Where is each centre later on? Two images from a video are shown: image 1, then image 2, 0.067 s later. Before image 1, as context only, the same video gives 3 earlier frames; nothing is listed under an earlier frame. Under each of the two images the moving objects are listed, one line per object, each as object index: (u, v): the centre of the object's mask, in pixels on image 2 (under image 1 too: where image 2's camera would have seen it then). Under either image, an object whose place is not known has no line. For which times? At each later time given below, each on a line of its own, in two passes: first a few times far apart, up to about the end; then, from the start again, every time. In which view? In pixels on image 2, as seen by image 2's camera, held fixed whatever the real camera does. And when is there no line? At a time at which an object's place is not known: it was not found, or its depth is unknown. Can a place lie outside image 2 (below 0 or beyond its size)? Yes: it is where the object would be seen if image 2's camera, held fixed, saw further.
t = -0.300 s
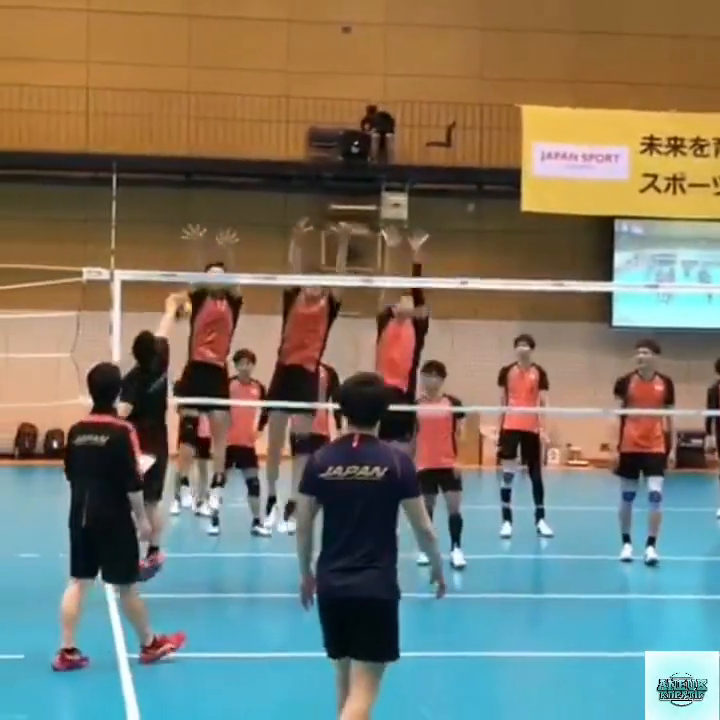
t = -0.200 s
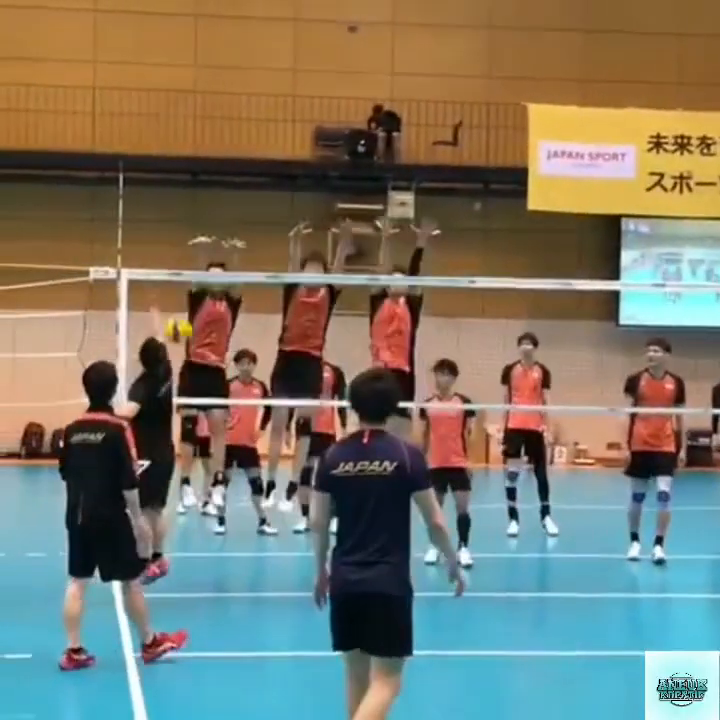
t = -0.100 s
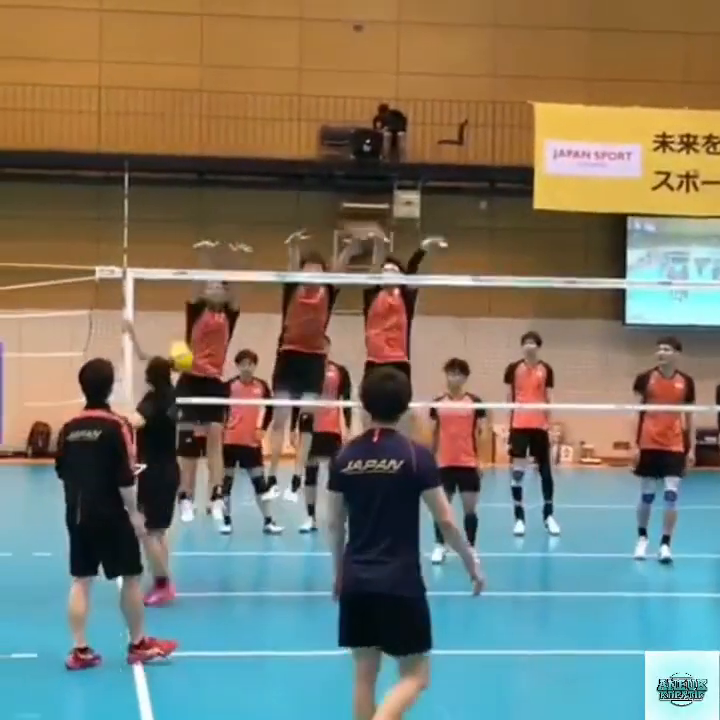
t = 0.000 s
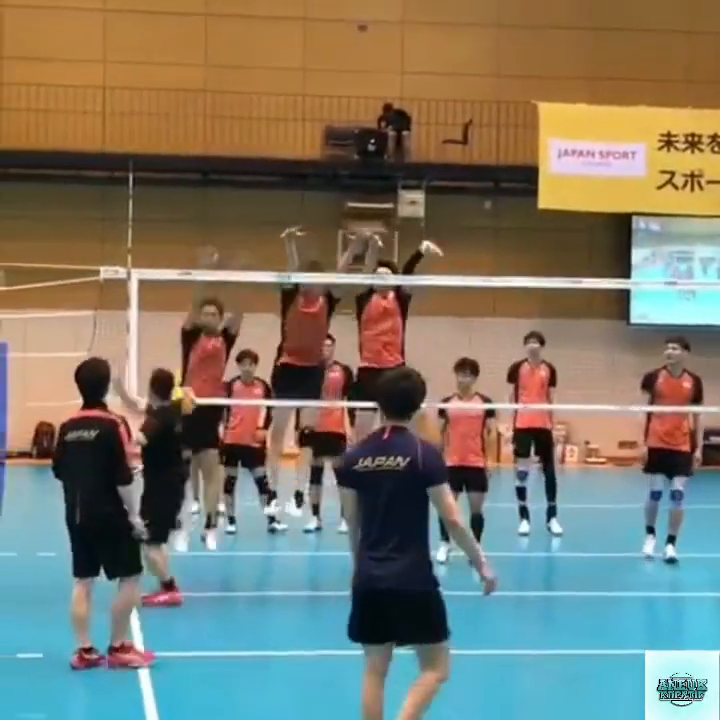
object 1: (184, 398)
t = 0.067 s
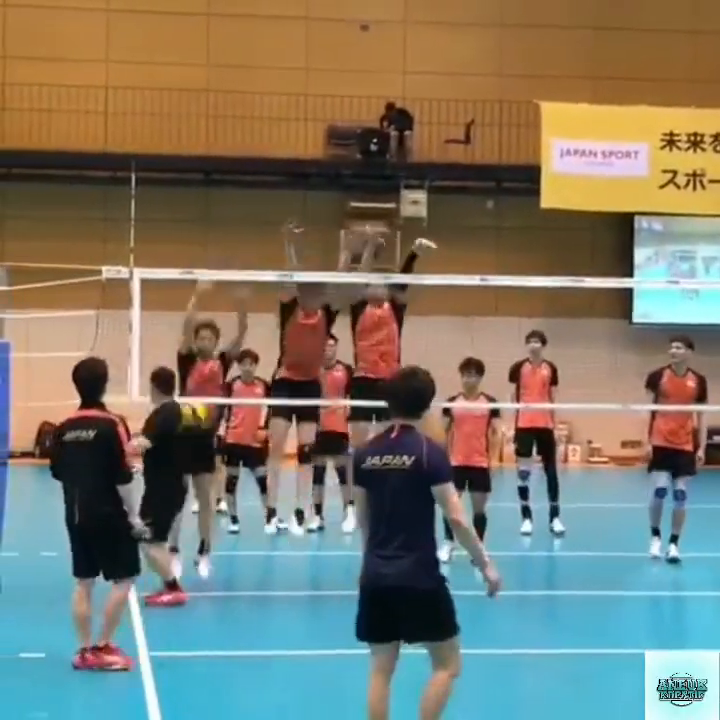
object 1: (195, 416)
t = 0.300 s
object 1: (220, 495)
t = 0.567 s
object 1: (249, 528)
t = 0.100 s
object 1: (196, 420)
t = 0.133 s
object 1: (201, 429)
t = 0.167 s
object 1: (204, 440)
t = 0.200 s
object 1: (206, 450)
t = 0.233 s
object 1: (211, 461)
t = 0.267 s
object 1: (215, 477)
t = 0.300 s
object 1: (220, 495)
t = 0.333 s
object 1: (222, 513)
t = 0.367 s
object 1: (227, 532)
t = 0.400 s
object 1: (229, 551)
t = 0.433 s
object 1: (234, 573)
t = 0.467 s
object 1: (237, 573)
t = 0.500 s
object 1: (241, 557)
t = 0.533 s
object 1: (245, 542)
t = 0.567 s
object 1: (249, 528)
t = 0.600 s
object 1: (255, 515)
